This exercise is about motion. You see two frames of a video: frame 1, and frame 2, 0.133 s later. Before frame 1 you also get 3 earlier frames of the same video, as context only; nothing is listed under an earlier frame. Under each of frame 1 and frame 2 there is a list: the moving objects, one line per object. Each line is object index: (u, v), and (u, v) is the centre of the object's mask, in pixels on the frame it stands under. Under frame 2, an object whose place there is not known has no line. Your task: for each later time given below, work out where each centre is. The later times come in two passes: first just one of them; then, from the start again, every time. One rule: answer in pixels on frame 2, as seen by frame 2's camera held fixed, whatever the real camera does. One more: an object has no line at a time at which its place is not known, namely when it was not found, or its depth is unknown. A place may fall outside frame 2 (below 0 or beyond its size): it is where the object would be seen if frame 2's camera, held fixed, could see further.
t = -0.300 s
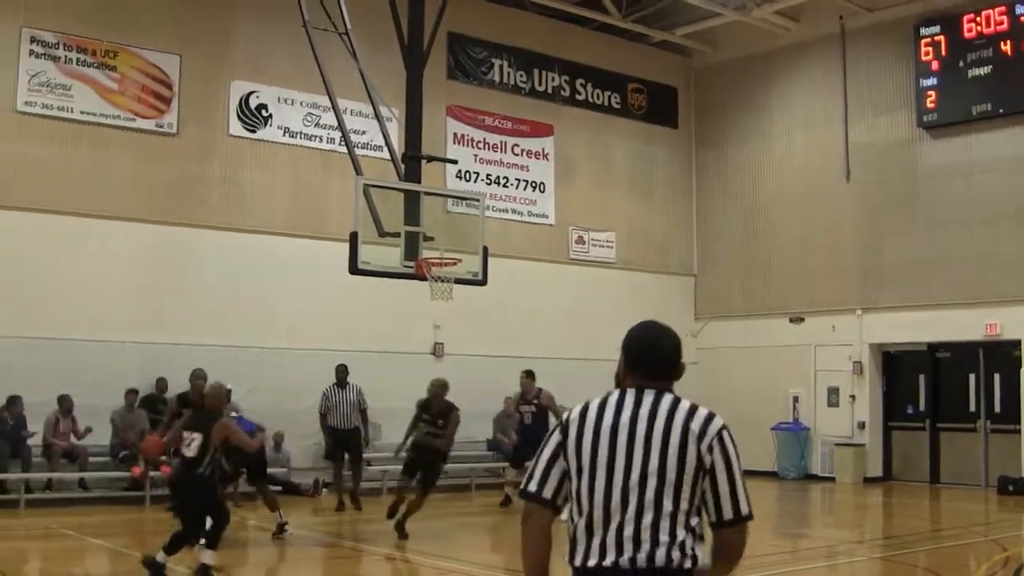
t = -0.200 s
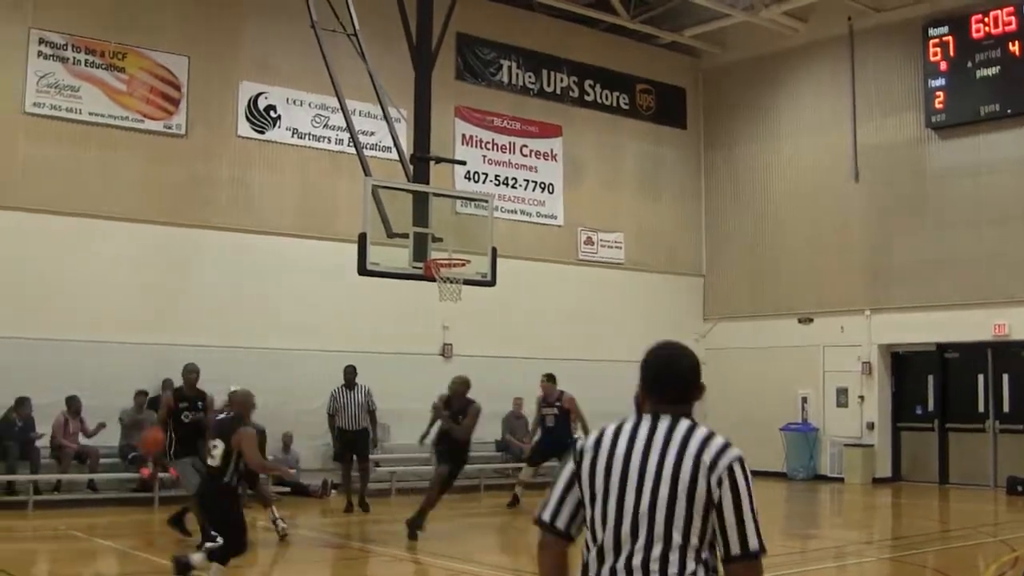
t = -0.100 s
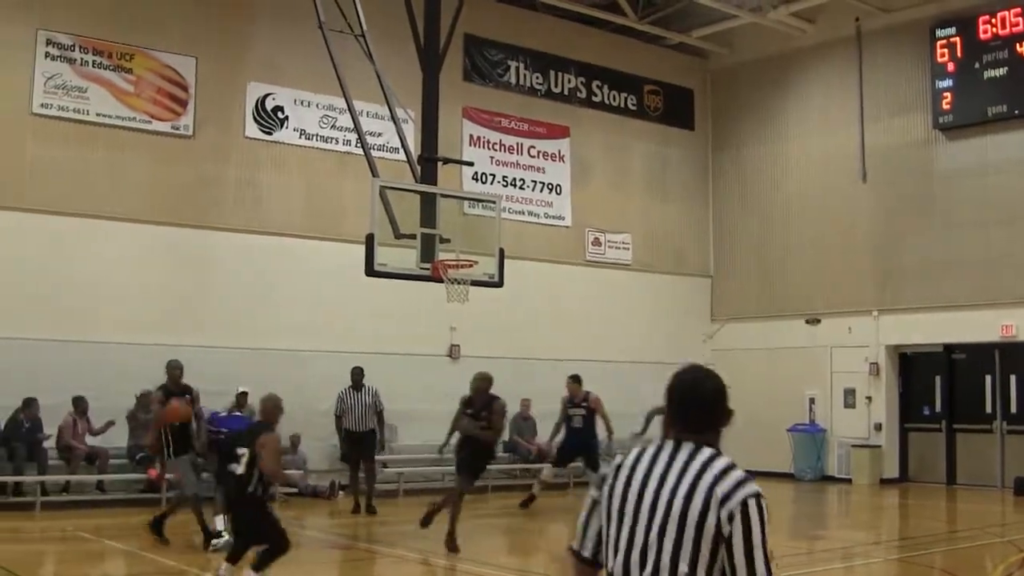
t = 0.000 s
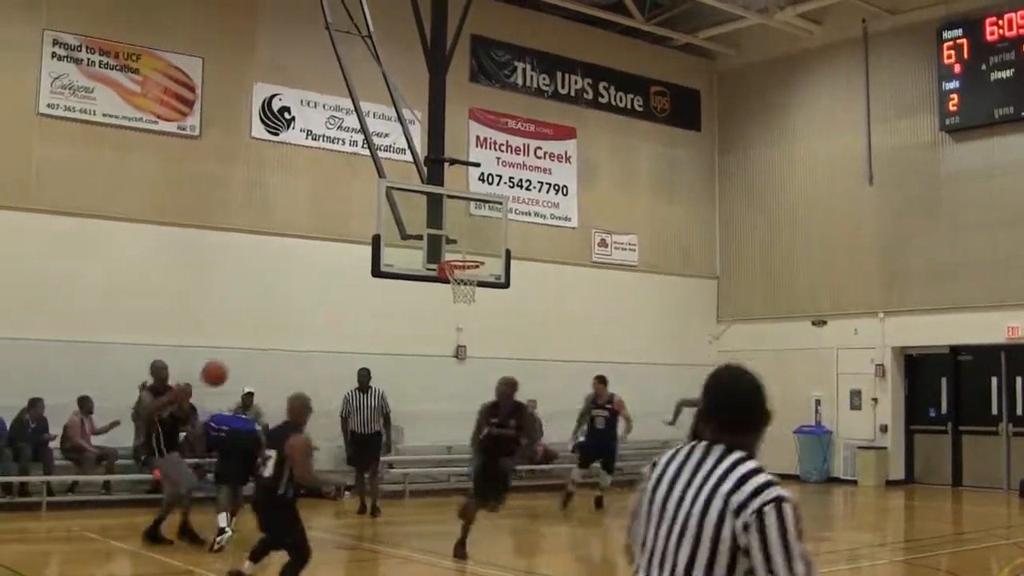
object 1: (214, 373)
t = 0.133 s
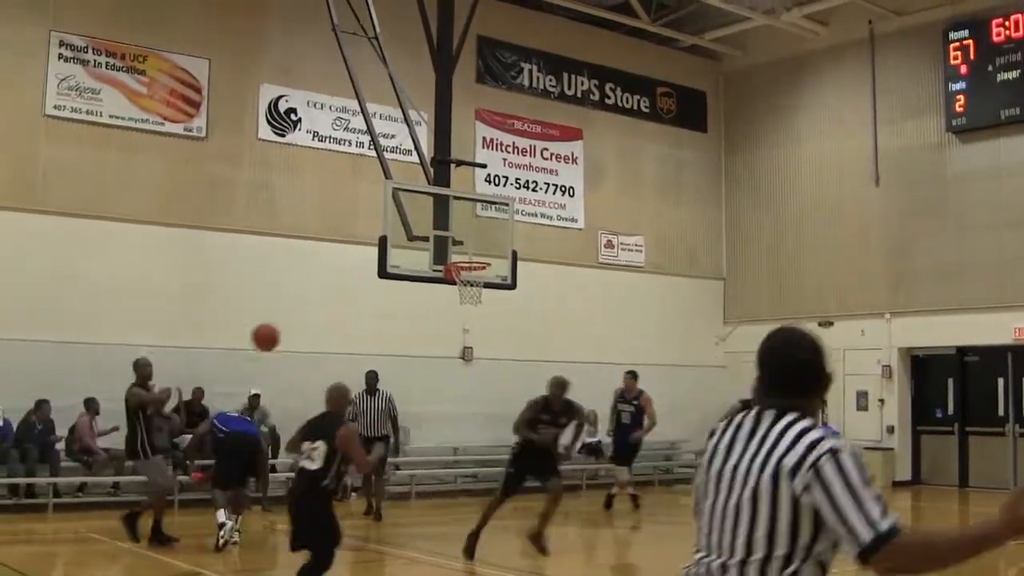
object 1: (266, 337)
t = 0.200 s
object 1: (286, 324)
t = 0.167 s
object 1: (275, 329)
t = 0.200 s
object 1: (286, 324)
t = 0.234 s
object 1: (297, 320)
